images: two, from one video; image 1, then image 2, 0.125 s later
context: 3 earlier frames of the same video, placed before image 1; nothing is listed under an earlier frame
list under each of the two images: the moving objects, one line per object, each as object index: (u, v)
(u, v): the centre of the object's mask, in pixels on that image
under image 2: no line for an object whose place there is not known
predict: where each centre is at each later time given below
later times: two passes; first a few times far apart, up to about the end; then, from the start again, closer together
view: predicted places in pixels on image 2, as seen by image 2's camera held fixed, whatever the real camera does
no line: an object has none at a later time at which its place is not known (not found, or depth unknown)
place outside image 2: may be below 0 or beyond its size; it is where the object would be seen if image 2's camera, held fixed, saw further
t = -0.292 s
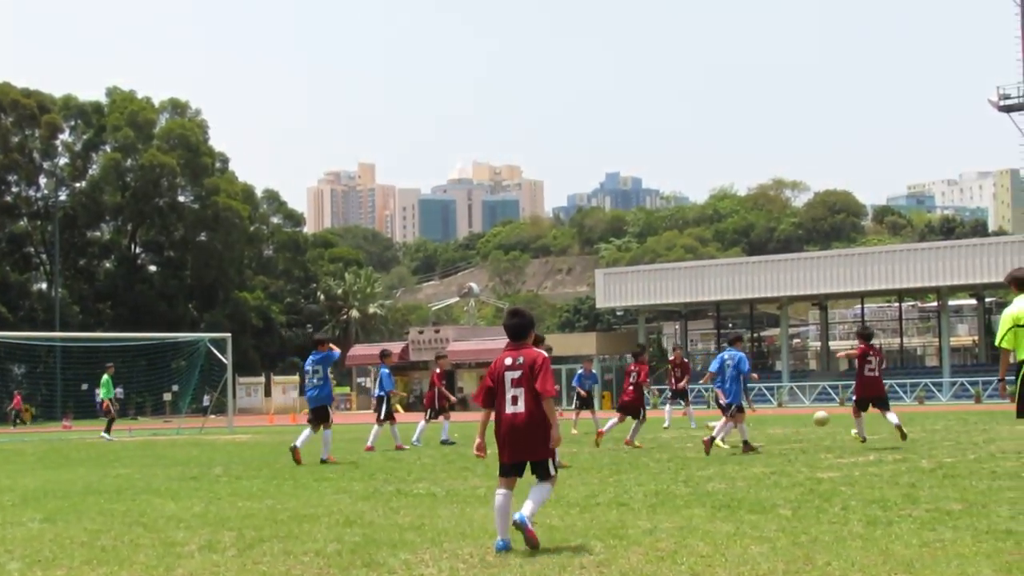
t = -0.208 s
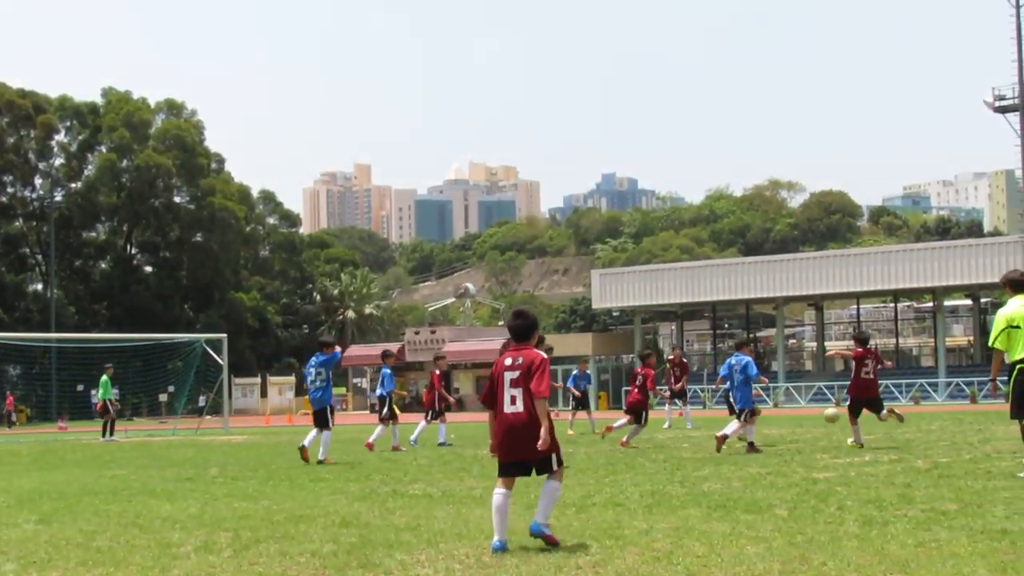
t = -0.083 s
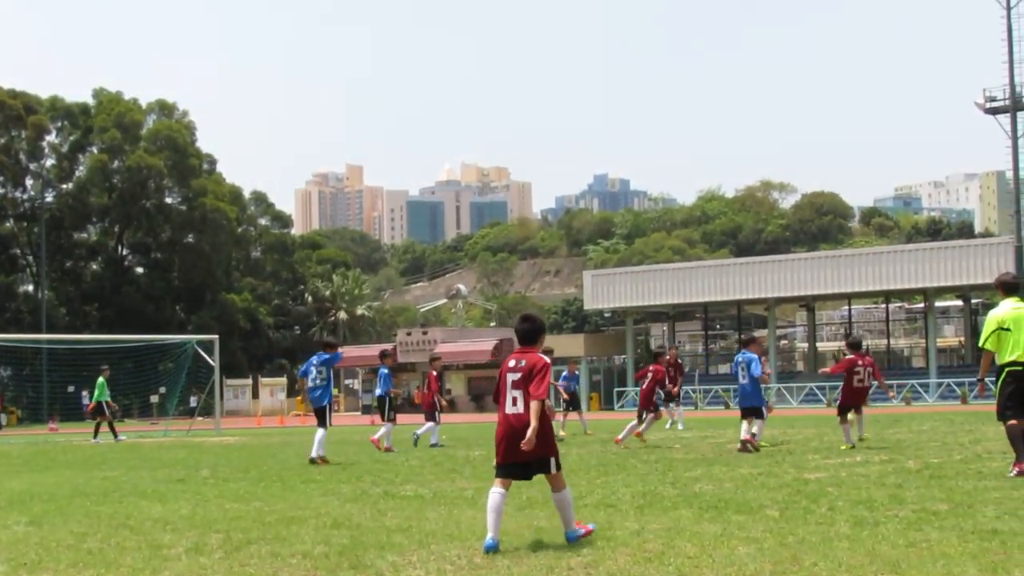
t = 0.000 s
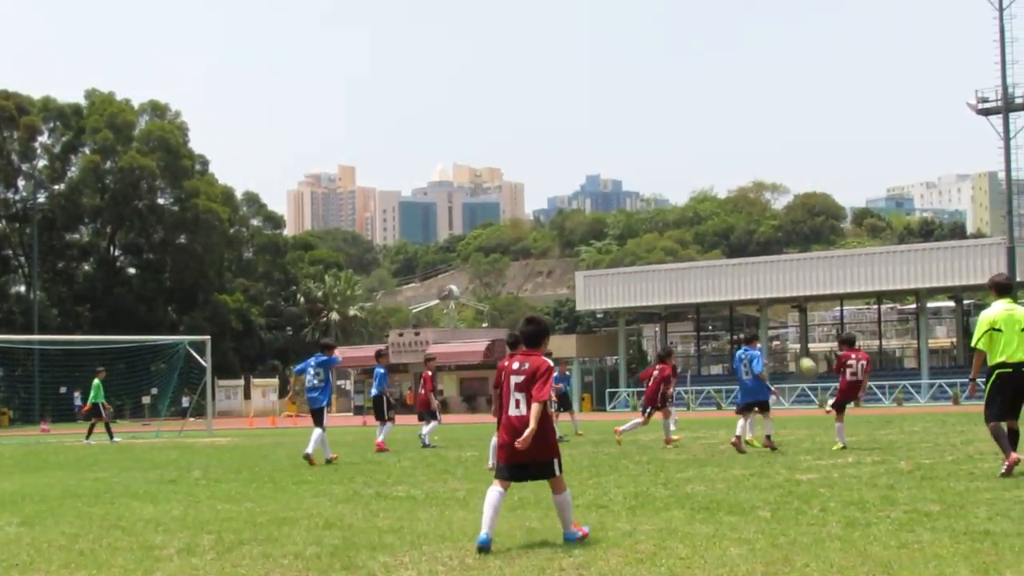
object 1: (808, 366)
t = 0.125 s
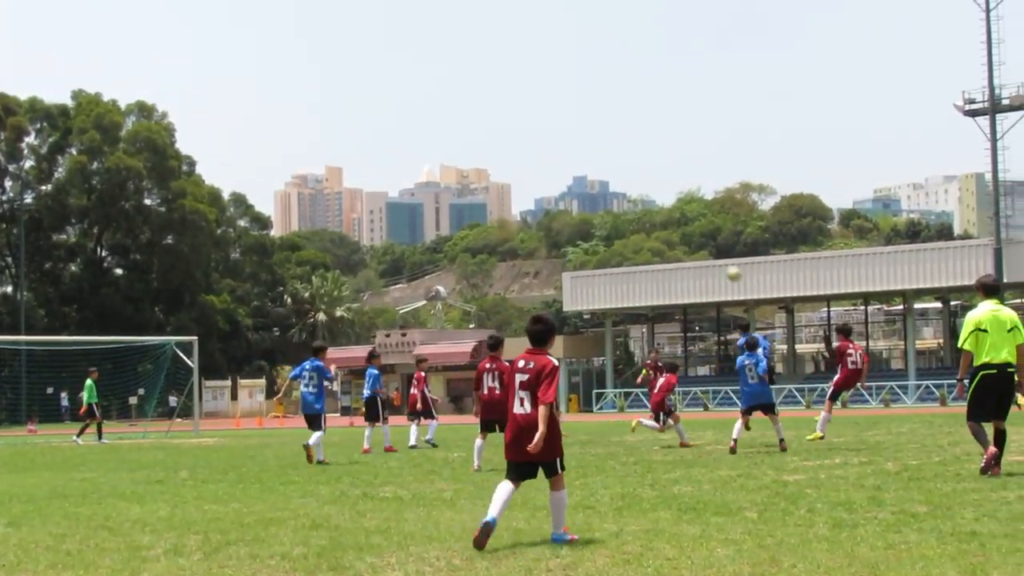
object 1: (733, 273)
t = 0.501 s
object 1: (581, 95)
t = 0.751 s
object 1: (502, 41)
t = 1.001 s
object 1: (434, 26)
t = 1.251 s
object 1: (377, 44)
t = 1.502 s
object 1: (327, 90)
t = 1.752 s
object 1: (284, 161)
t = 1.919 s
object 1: (260, 216)
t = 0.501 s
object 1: (581, 95)
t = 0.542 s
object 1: (567, 83)
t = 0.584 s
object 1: (553, 72)
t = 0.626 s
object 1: (539, 62)
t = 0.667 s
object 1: (527, 54)
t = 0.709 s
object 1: (514, 47)
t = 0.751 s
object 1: (502, 41)
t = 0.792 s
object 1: (490, 35)
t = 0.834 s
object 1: (478, 31)
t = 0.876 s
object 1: (467, 28)
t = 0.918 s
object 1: (456, 27)
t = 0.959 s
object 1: (445, 26)
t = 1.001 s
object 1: (434, 26)
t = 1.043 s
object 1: (424, 26)
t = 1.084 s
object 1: (414, 28)
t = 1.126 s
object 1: (405, 31)
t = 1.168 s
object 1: (395, 34)
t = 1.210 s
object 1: (386, 38)
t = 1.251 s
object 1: (377, 44)
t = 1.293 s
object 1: (368, 50)
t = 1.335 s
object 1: (359, 56)
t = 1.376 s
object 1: (351, 64)
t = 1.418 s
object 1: (343, 72)
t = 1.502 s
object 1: (327, 90)
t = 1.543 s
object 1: (320, 101)
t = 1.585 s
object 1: (312, 111)
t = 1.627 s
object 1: (305, 123)
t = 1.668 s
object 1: (298, 135)
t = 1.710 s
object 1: (291, 147)
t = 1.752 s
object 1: (284, 161)
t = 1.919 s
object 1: (260, 216)
